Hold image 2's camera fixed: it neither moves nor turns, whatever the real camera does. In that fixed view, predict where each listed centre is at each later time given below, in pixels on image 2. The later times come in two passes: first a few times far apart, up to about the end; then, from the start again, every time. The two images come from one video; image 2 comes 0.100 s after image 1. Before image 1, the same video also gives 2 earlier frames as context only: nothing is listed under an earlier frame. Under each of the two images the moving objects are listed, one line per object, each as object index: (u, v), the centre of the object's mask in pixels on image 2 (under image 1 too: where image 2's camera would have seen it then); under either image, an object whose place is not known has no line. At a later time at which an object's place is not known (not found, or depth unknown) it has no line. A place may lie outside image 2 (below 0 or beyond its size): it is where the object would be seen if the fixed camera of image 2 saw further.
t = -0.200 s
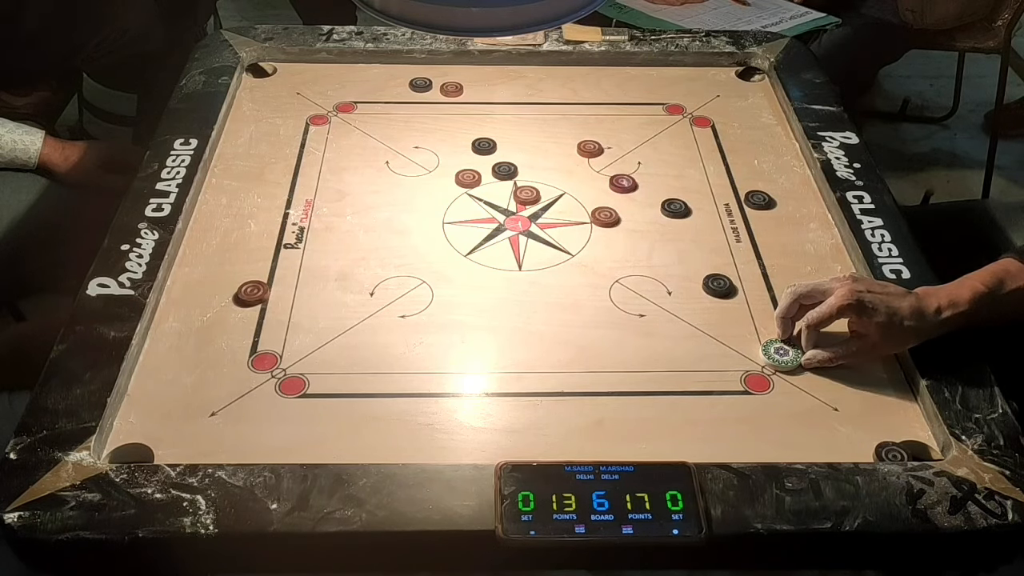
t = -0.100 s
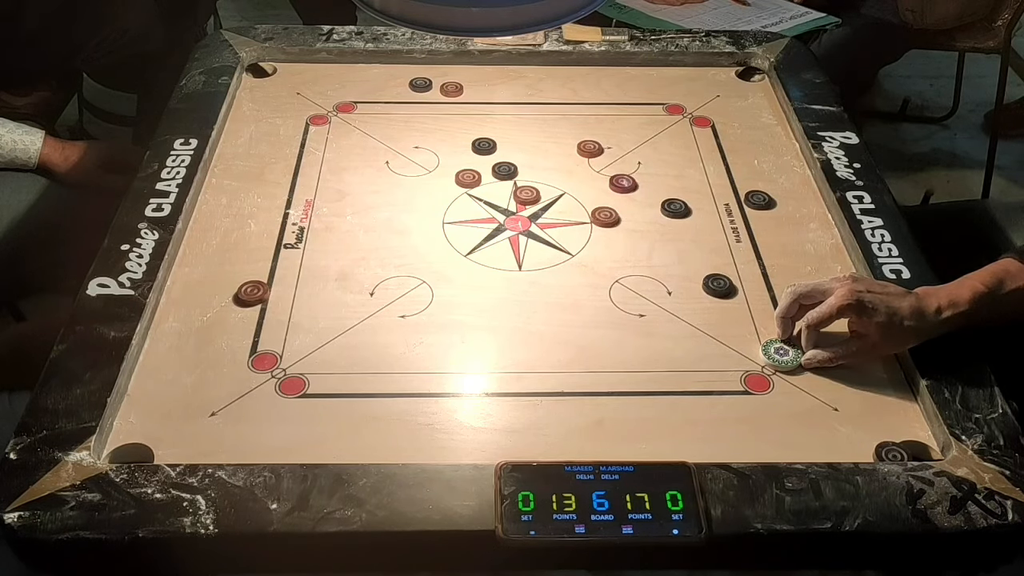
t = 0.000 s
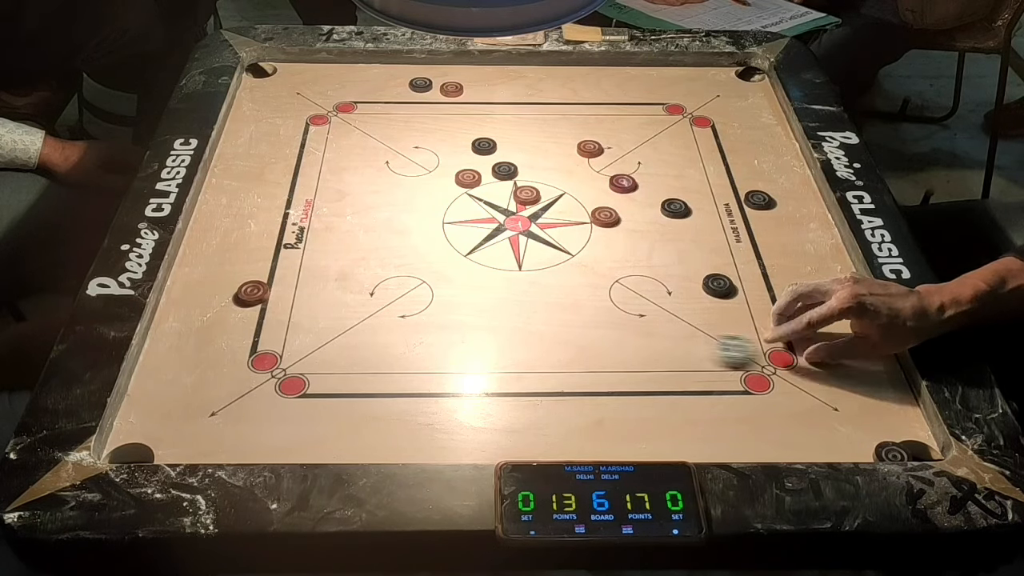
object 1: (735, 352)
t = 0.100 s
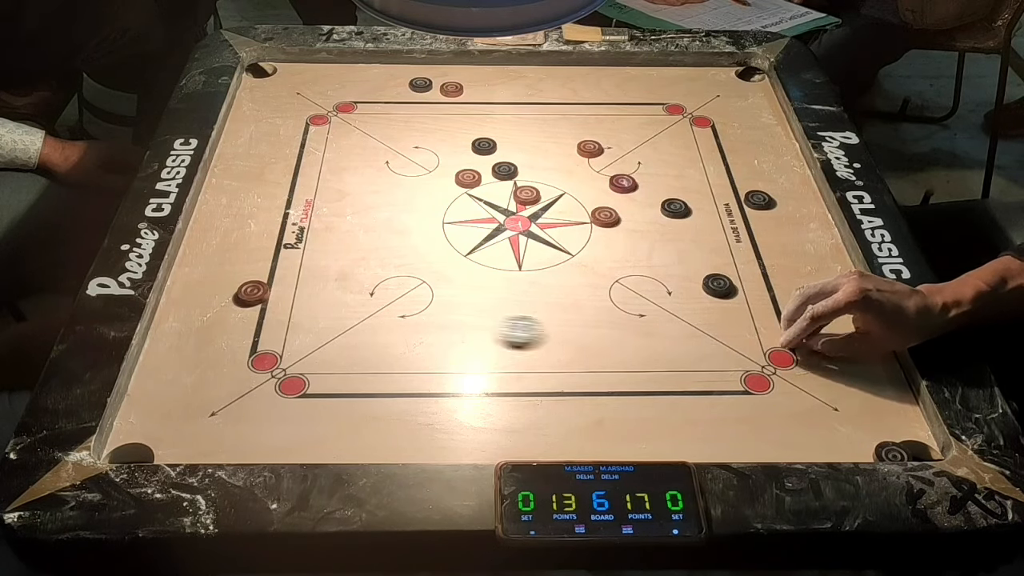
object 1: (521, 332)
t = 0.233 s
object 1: (270, 309)
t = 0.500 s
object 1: (295, 337)
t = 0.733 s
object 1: (403, 352)
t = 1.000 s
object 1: (444, 356)
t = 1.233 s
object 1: (444, 356)
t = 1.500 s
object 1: (444, 356)
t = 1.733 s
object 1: (444, 356)
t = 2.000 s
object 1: (444, 356)
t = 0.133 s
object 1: (453, 326)
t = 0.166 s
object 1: (389, 320)
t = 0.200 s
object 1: (327, 313)
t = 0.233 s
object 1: (270, 309)
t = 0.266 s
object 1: (233, 312)
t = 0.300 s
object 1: (198, 316)
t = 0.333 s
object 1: (177, 319)
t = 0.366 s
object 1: (204, 323)
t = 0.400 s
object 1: (228, 327)
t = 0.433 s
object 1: (251, 330)
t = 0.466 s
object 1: (274, 333)
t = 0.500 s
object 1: (295, 337)
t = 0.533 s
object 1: (314, 339)
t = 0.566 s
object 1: (332, 342)
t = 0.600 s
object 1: (349, 344)
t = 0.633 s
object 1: (365, 346)
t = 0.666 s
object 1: (379, 348)
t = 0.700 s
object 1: (392, 350)
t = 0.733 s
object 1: (403, 352)
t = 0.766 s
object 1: (413, 353)
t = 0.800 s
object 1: (422, 354)
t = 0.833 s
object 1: (429, 355)
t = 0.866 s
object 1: (435, 355)
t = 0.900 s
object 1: (439, 356)
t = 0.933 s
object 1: (442, 356)
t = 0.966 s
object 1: (443, 356)
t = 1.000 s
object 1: (444, 356)
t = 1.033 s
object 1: (444, 356)
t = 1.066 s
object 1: (444, 356)
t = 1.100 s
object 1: (444, 356)
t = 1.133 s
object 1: (444, 356)
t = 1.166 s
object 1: (444, 356)
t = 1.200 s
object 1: (444, 356)
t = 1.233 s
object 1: (444, 356)
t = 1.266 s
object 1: (444, 356)
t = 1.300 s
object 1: (444, 356)
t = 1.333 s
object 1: (444, 356)
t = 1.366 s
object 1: (444, 356)
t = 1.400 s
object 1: (444, 356)
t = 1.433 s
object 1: (444, 356)
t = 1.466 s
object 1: (444, 356)
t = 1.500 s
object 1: (444, 356)
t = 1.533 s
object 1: (444, 356)
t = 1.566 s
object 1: (444, 356)
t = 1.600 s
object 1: (444, 356)
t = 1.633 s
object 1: (444, 356)
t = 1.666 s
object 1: (444, 356)
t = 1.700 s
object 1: (444, 356)
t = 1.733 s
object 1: (444, 356)
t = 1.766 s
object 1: (444, 356)
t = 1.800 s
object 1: (444, 356)
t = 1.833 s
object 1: (444, 356)
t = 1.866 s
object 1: (444, 356)
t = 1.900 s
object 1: (444, 356)
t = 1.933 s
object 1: (444, 356)
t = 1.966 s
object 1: (444, 356)
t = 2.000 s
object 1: (444, 356)
